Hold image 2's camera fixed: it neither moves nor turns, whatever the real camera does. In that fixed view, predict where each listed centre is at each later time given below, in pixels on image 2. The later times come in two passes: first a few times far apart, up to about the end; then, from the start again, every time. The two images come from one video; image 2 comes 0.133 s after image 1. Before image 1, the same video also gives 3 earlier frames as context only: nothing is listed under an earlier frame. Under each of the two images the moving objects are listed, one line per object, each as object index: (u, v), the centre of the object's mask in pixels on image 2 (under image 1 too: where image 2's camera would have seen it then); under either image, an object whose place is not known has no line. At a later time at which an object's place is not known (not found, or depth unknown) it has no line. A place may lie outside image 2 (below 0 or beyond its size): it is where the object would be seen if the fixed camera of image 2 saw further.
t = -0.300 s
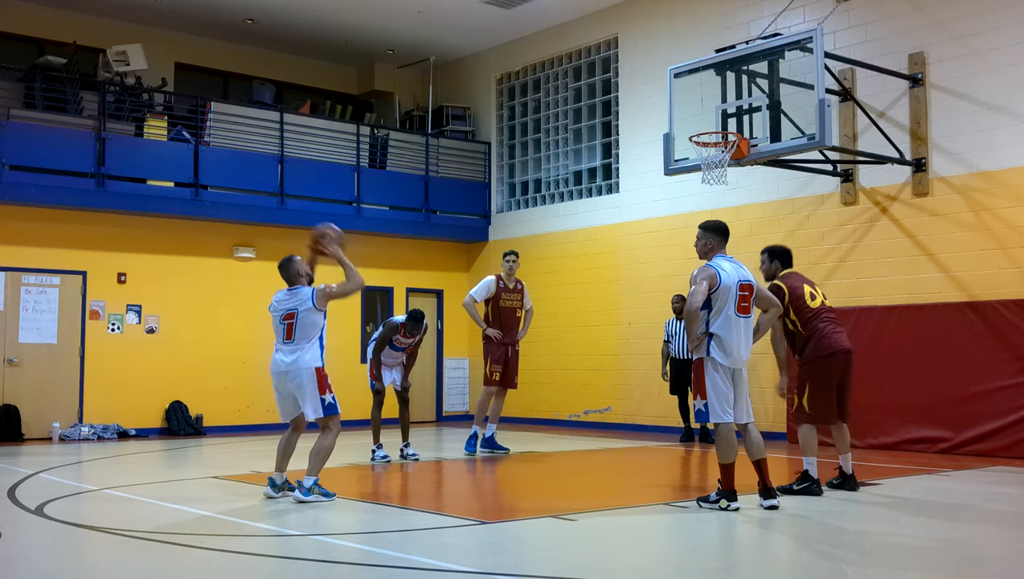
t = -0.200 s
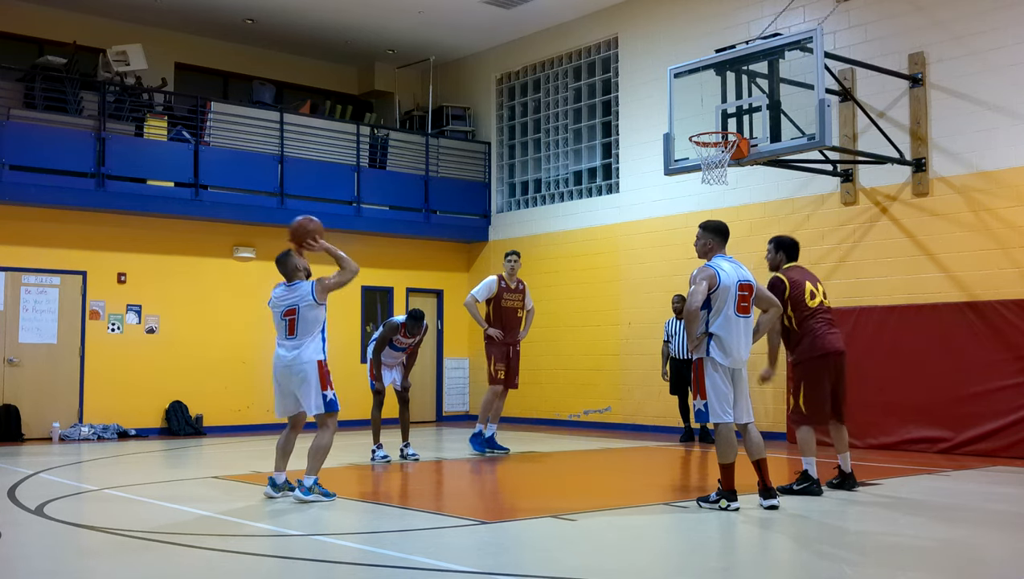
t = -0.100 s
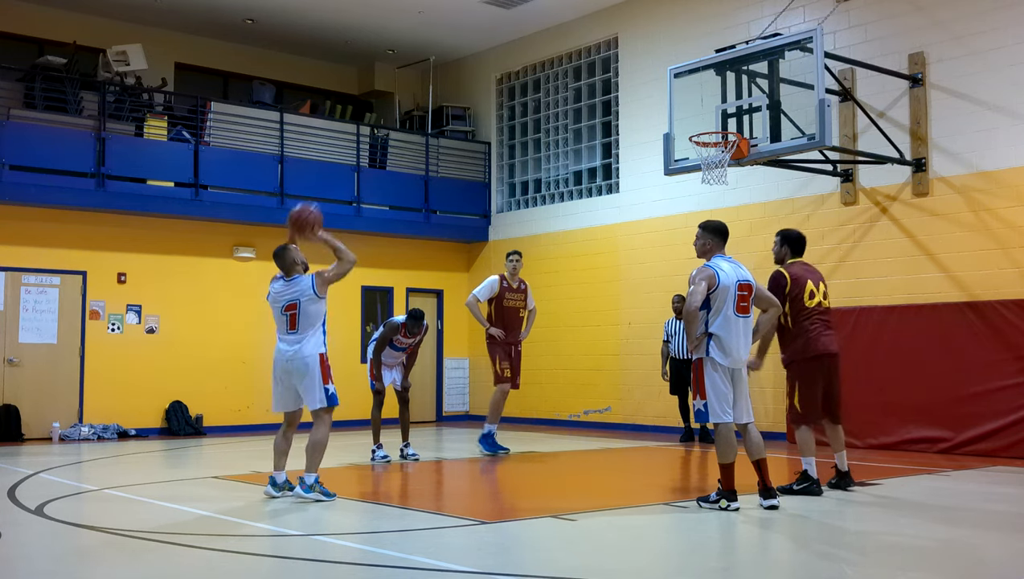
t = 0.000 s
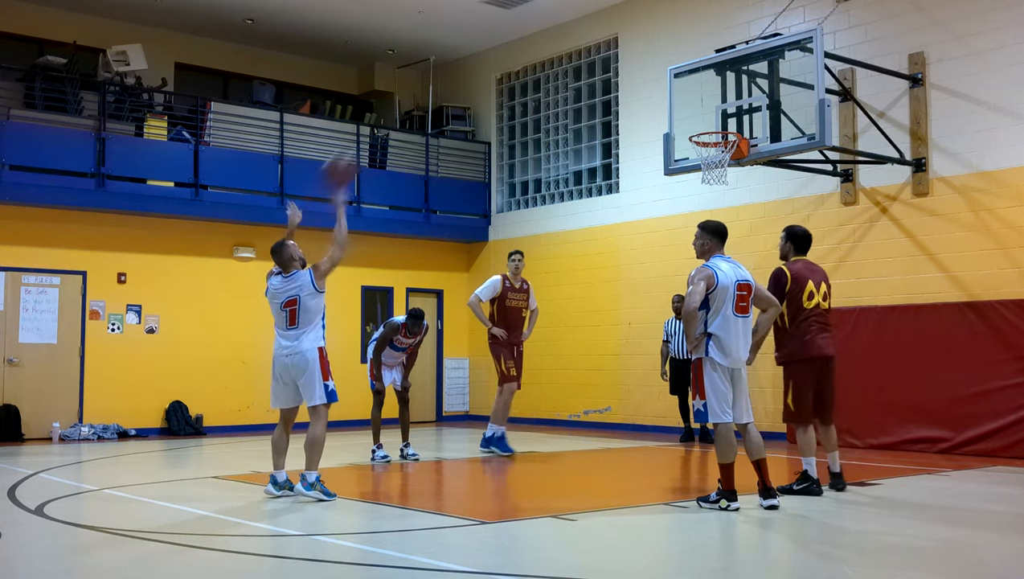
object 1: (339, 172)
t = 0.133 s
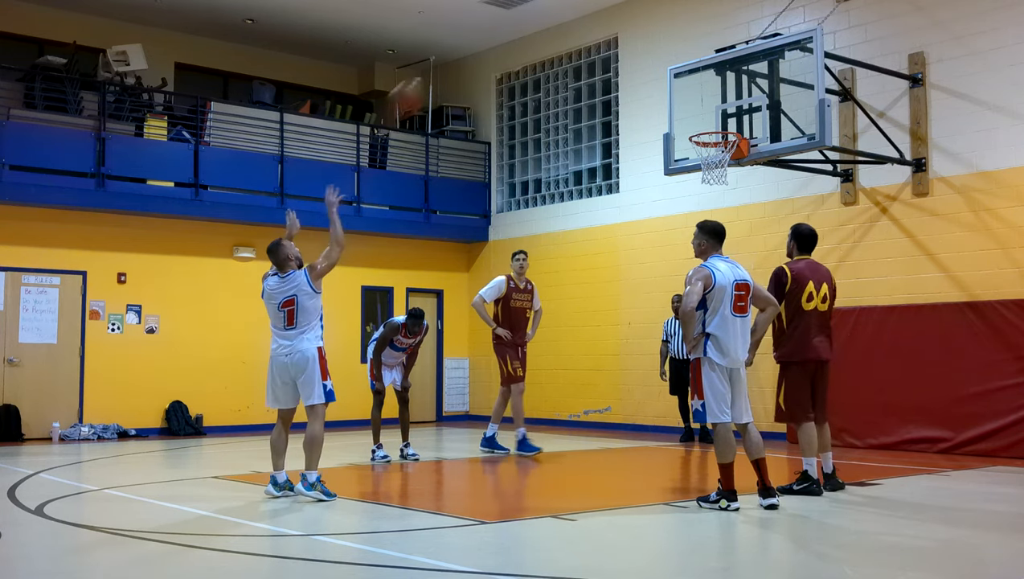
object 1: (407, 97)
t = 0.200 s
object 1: (437, 70)
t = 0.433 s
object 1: (540, 28)
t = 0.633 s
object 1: (617, 42)
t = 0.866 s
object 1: (696, 108)
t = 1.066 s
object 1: (725, 95)
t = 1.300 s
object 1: (752, 104)
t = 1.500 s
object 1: (768, 143)
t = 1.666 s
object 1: (768, 181)
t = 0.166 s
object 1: (422, 83)
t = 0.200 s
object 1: (437, 70)
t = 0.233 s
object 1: (452, 64)
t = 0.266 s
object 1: (469, 52)
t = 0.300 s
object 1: (484, 44)
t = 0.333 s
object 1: (499, 38)
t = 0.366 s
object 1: (512, 33)
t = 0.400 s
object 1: (526, 30)
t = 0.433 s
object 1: (540, 28)
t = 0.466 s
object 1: (553, 27)
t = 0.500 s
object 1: (565, 27)
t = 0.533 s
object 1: (578, 29)
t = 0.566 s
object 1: (591, 32)
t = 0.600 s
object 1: (604, 37)
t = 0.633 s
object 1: (617, 42)
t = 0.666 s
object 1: (629, 49)
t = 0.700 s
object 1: (639, 56)
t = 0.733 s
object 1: (652, 64)
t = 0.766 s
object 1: (663, 74)
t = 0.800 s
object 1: (673, 81)
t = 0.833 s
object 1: (684, 94)
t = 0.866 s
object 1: (696, 108)
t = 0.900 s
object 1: (706, 119)
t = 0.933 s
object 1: (710, 112)
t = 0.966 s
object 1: (714, 106)
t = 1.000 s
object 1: (718, 102)
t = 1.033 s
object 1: (721, 97)
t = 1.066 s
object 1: (725, 95)
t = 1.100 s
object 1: (729, 92)
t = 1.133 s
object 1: (732, 92)
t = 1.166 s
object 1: (736, 92)
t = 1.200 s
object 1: (740, 93)
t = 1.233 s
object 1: (744, 96)
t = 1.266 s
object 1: (748, 100)
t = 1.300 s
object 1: (752, 104)
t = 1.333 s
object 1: (756, 110)
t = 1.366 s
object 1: (760, 117)
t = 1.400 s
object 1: (765, 125)
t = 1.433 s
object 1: (768, 135)
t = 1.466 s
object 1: (768, 140)
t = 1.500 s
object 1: (768, 143)
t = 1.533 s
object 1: (769, 148)
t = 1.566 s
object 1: (768, 155)
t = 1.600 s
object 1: (767, 164)
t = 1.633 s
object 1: (767, 170)
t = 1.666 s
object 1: (768, 181)
